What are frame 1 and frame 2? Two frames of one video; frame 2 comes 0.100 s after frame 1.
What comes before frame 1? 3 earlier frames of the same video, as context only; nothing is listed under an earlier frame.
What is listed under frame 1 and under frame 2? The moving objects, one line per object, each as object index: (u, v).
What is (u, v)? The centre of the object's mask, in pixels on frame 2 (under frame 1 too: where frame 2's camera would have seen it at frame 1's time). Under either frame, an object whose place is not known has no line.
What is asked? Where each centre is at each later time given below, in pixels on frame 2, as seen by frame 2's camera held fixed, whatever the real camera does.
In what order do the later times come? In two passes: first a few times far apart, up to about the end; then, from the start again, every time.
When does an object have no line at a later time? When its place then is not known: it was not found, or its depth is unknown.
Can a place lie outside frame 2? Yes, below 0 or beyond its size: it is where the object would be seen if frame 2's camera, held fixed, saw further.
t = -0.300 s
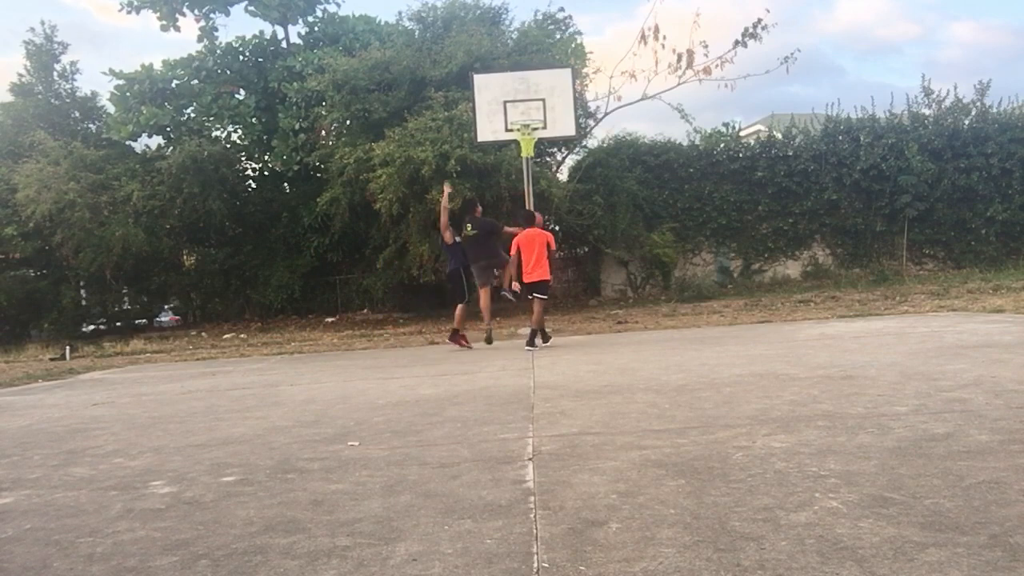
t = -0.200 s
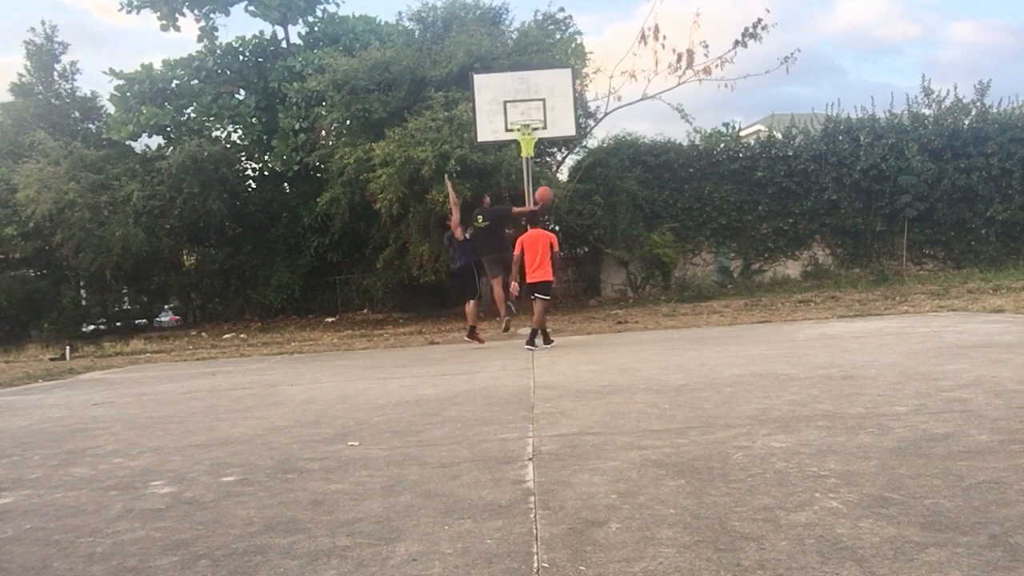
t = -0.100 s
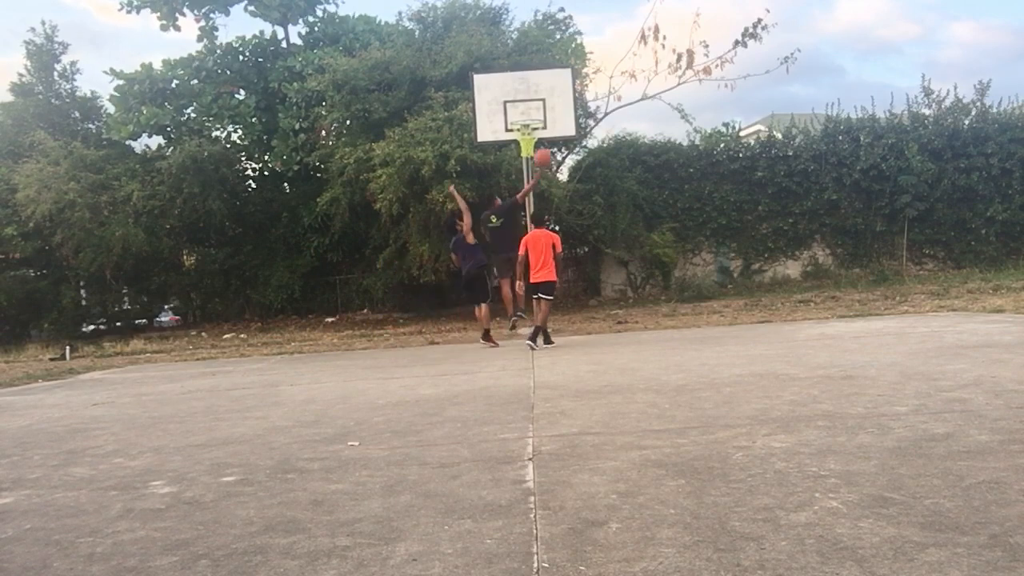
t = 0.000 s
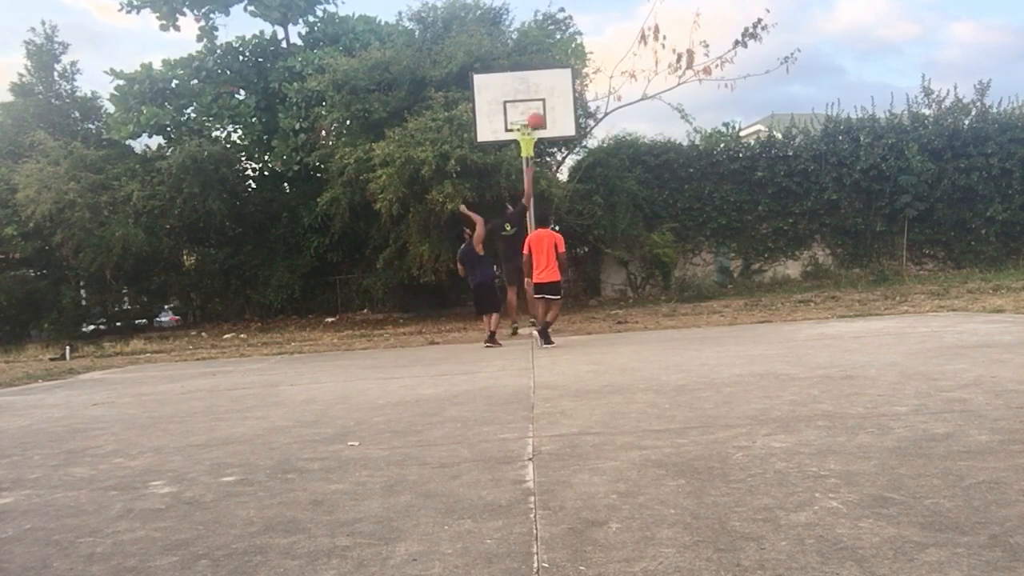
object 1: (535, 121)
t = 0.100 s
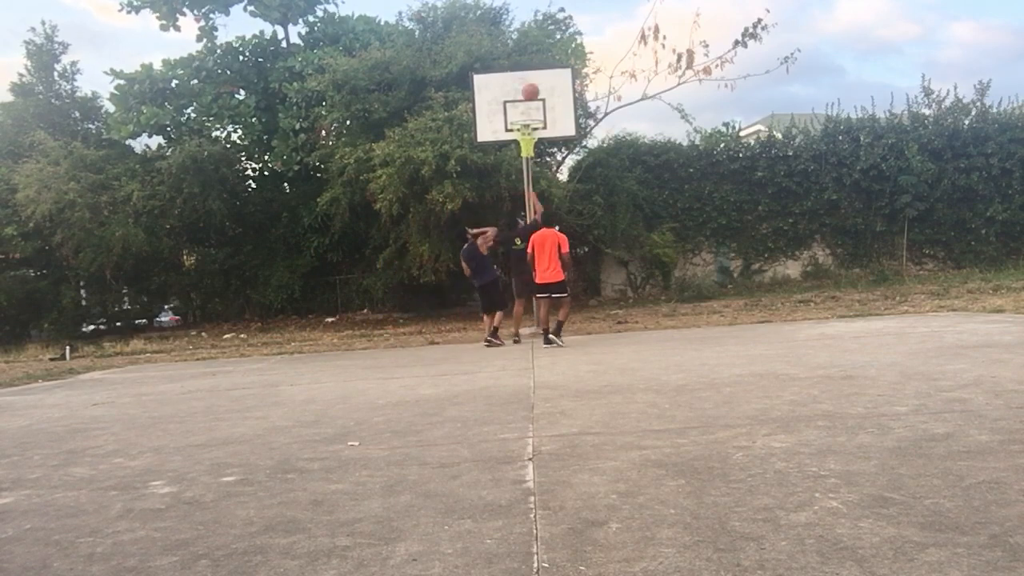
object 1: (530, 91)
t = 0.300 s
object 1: (519, 57)
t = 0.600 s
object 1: (507, 58)
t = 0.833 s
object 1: (499, 101)
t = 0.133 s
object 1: (528, 84)
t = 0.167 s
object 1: (526, 76)
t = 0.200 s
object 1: (525, 70)
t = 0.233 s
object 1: (523, 65)
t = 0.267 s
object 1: (521, 60)
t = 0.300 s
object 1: (519, 57)
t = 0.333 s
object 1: (517, 53)
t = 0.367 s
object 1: (516, 52)
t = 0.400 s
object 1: (514, 50)
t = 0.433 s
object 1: (513, 50)
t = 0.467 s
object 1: (512, 50)
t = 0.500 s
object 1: (511, 51)
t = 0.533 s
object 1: (509, 52)
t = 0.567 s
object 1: (508, 55)
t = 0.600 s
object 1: (507, 58)
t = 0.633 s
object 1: (505, 62)
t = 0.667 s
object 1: (504, 67)
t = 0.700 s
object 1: (503, 72)
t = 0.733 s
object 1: (502, 78)
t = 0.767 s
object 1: (501, 85)
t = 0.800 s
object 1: (500, 93)
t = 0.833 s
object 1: (499, 101)
